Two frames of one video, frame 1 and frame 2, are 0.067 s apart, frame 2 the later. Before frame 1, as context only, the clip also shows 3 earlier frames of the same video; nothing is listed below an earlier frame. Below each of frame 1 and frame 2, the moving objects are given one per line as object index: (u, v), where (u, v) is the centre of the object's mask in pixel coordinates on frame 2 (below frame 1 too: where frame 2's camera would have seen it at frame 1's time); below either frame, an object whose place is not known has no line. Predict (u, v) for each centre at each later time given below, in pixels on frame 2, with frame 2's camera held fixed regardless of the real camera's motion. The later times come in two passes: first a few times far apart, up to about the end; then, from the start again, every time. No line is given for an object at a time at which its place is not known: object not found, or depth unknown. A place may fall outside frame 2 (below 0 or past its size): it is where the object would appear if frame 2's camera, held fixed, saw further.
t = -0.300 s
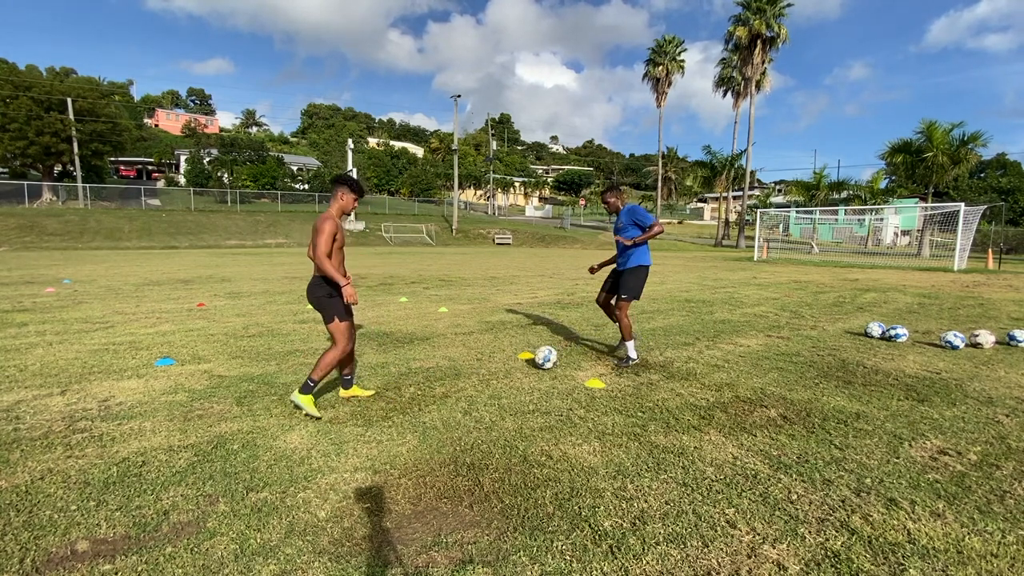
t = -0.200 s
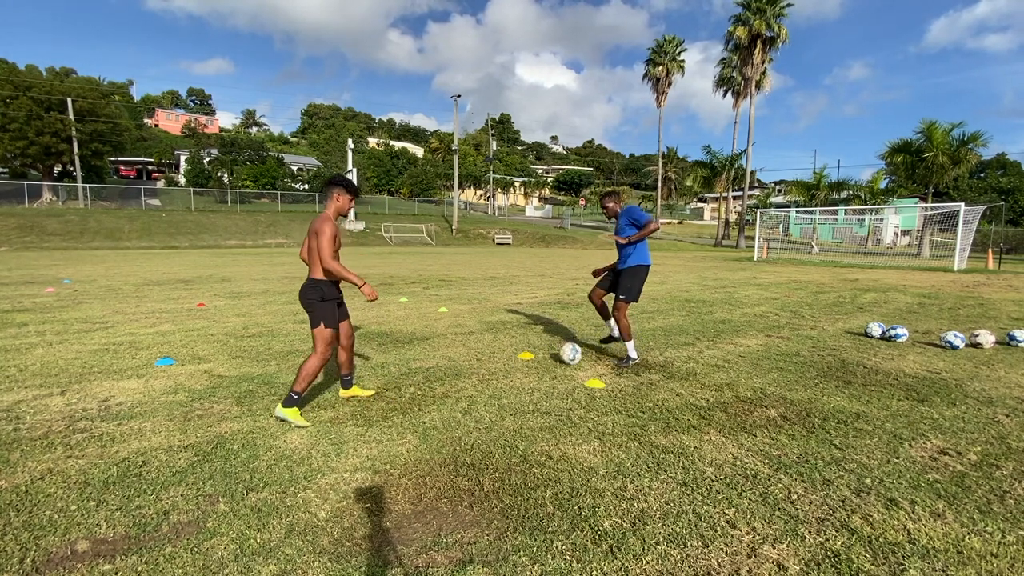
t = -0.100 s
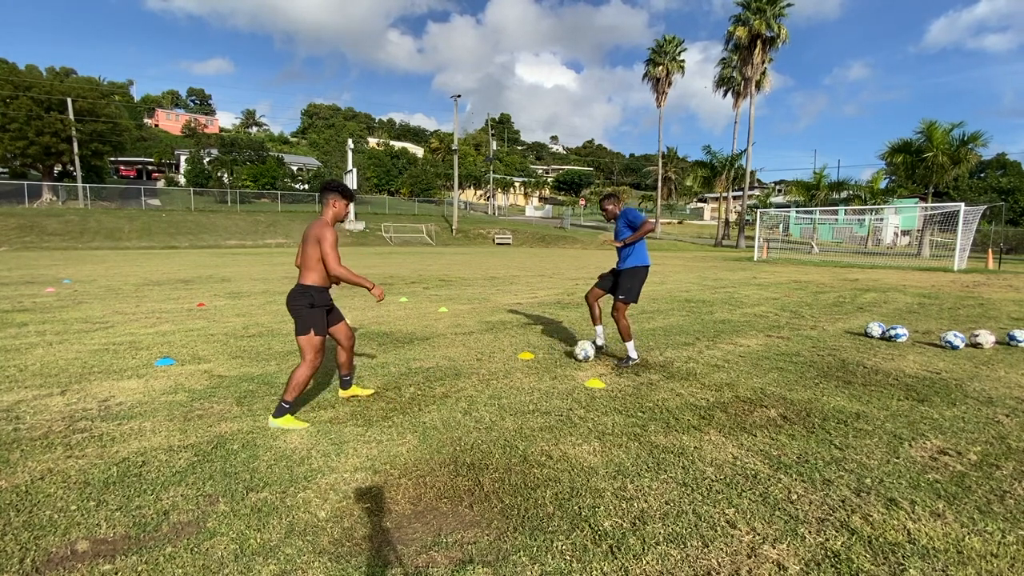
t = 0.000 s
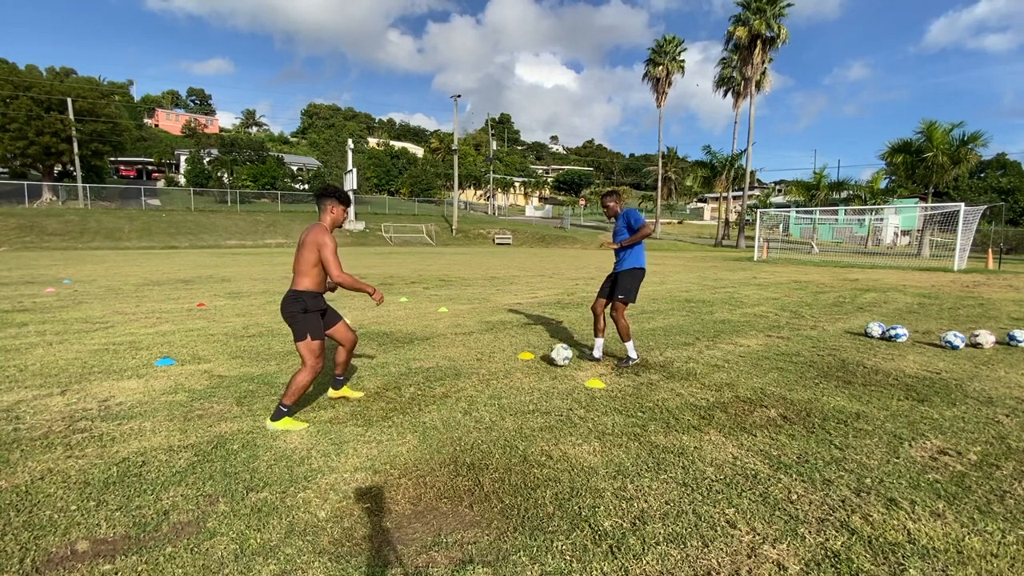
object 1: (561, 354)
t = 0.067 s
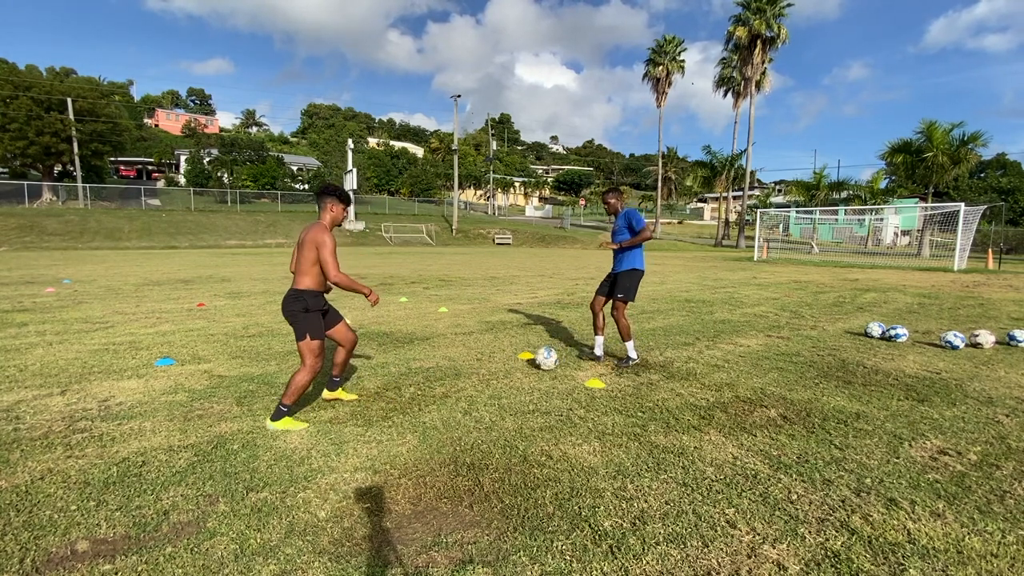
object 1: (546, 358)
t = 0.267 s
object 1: (506, 366)
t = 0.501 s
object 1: (457, 374)
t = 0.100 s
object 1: (539, 361)
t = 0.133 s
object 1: (533, 360)
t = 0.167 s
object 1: (526, 361)
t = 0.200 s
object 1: (519, 362)
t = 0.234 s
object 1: (512, 364)
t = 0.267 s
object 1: (506, 366)
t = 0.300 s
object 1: (499, 367)
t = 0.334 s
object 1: (493, 368)
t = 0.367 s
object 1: (486, 369)
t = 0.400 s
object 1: (479, 371)
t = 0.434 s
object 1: (472, 372)
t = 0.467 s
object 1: (464, 373)
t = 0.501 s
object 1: (457, 374)
